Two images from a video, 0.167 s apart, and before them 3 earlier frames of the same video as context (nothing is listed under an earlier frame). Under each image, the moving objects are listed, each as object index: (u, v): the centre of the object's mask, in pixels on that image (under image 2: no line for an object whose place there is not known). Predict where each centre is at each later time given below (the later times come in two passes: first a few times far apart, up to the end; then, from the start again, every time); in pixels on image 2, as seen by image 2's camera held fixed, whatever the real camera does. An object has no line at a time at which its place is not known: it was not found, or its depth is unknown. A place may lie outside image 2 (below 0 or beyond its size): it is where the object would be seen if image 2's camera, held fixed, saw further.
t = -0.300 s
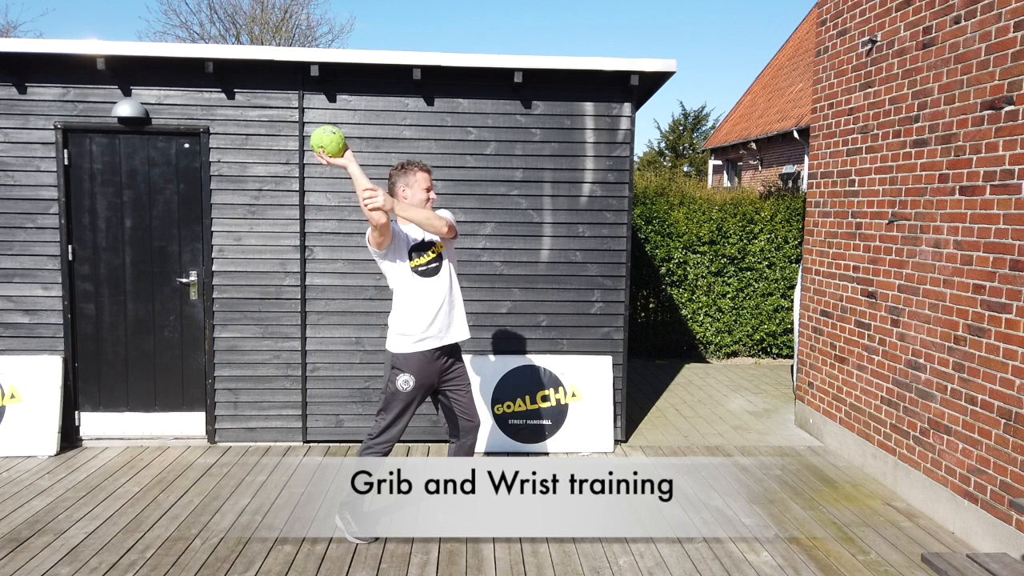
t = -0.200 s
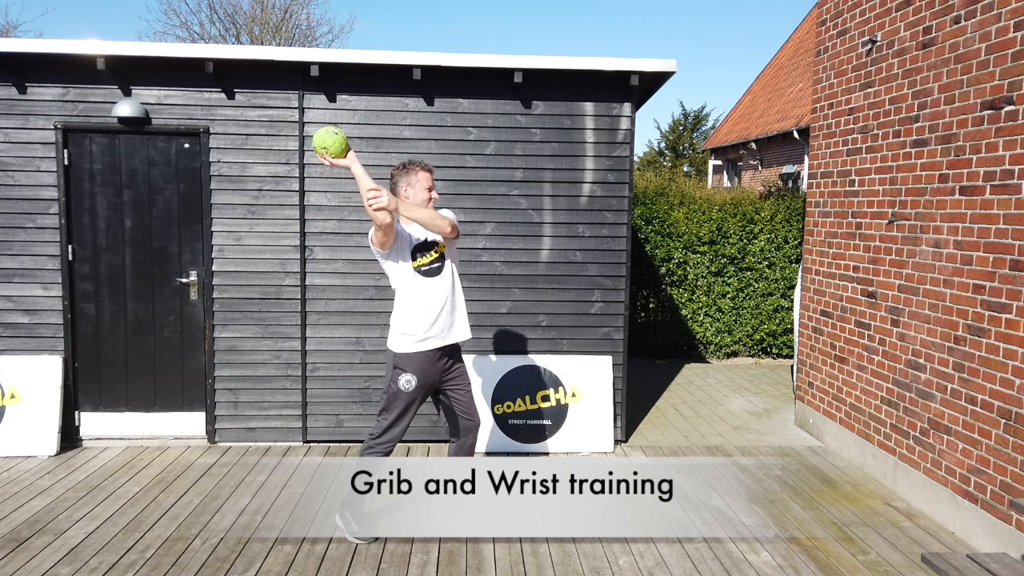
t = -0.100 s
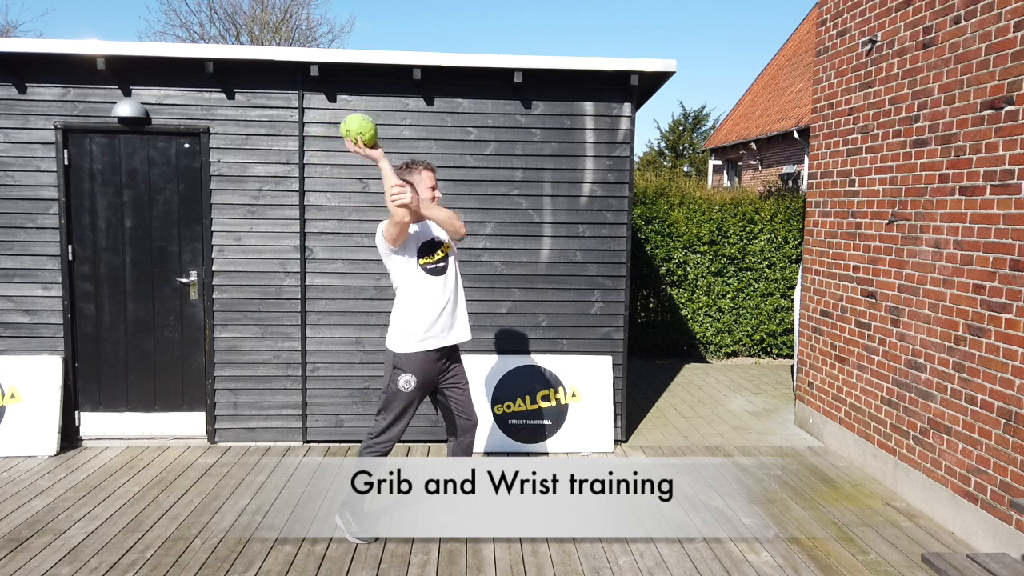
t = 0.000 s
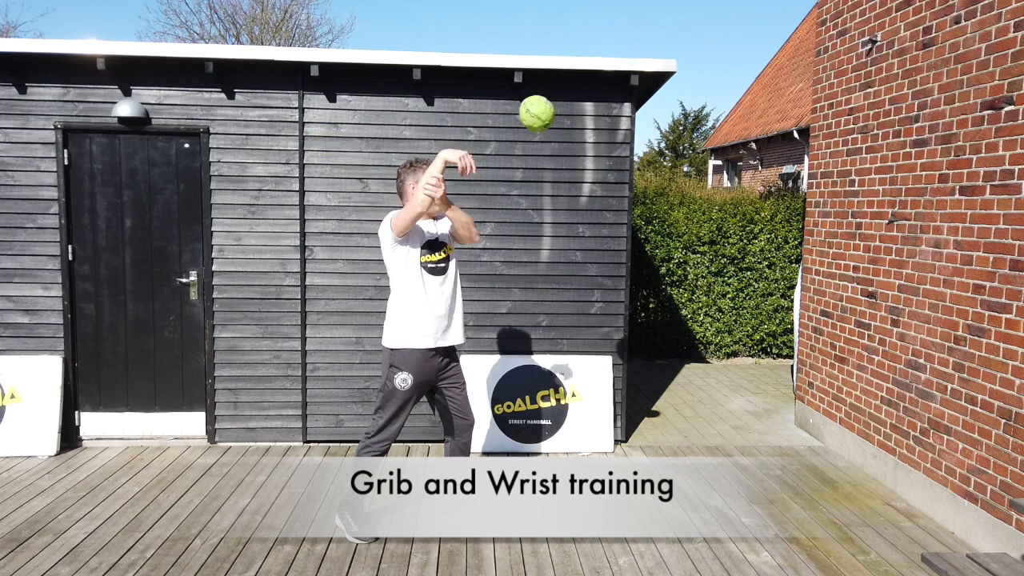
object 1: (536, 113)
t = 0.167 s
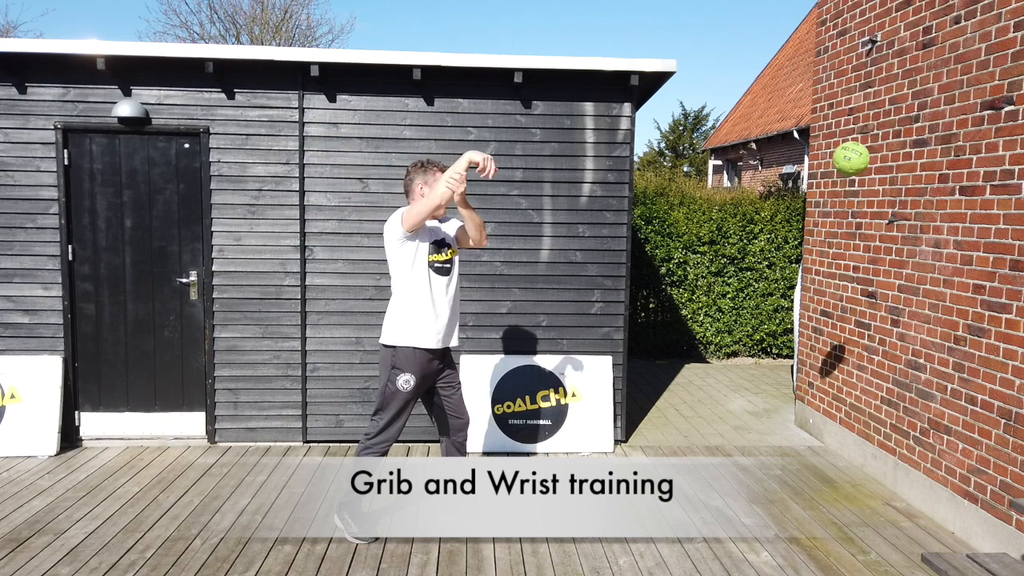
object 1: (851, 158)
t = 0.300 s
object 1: (939, 223)
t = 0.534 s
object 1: (739, 404)
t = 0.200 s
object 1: (909, 173)
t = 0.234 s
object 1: (965, 190)
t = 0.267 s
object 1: (968, 206)
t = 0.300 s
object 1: (939, 223)
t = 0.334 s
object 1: (910, 242)
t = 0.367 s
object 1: (880, 263)
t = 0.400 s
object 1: (851, 287)
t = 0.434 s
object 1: (823, 313)
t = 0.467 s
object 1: (794, 342)
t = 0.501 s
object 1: (766, 371)
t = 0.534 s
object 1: (739, 404)
